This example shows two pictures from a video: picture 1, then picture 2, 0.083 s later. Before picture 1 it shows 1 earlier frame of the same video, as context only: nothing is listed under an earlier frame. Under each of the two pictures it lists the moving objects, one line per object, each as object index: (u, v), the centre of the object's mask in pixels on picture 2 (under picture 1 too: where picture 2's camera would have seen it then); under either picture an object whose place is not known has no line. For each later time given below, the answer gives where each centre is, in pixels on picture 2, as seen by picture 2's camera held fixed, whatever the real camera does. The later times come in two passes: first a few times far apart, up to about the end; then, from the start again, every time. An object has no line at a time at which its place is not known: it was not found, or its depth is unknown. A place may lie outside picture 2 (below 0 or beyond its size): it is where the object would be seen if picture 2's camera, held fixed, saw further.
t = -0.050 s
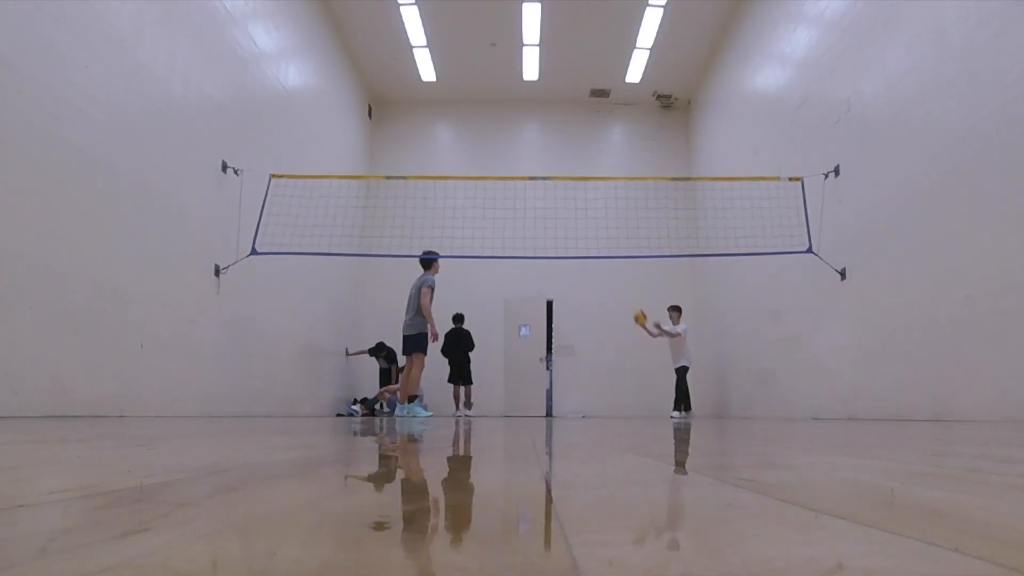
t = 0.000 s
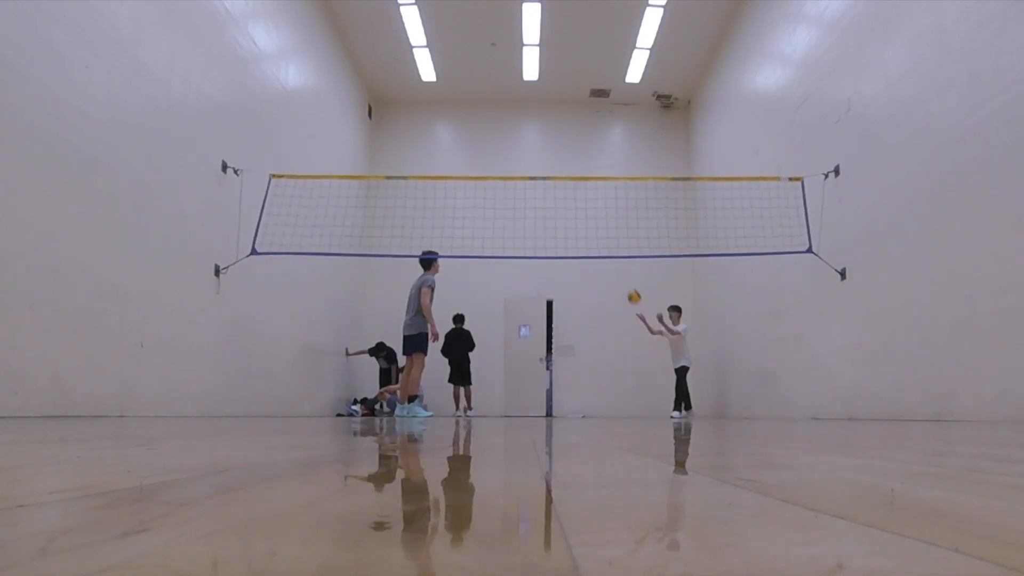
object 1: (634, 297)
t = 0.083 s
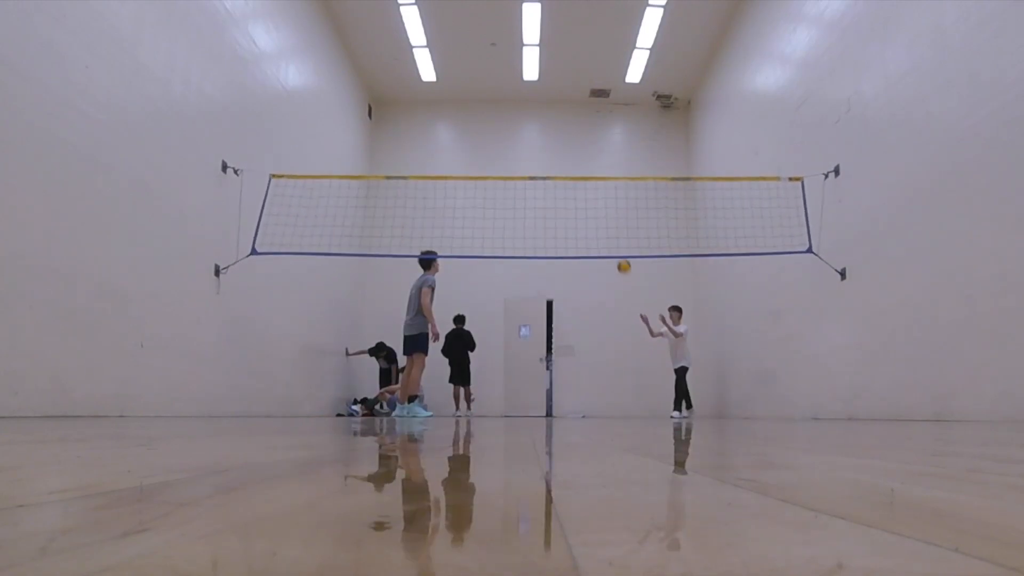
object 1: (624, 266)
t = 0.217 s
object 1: (606, 225)
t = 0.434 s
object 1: (577, 186)
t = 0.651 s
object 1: (546, 171)
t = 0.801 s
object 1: (523, 187)
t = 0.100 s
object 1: (622, 262)
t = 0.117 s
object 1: (619, 254)
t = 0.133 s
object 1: (617, 249)
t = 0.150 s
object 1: (615, 244)
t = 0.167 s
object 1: (613, 239)
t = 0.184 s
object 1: (611, 234)
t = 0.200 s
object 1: (609, 230)
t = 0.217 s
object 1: (606, 225)
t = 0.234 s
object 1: (604, 221)
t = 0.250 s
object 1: (602, 216)
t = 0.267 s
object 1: (600, 213)
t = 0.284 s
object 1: (597, 209)
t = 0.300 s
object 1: (595, 206)
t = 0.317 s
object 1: (593, 202)
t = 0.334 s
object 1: (591, 199)
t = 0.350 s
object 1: (589, 196)
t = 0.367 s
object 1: (586, 193)
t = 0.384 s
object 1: (584, 191)
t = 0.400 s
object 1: (582, 188)
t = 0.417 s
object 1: (580, 187)
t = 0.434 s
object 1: (577, 186)
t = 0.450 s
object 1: (575, 184)
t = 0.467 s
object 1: (573, 181)
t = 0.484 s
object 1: (570, 180)
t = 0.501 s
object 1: (568, 176)
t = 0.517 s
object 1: (566, 176)
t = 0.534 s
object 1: (563, 174)
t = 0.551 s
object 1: (561, 172)
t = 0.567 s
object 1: (558, 172)
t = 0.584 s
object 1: (556, 171)
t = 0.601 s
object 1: (554, 171)
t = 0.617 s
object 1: (552, 171)
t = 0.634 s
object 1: (549, 171)
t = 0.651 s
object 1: (546, 171)
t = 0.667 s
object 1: (544, 172)
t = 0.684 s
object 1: (542, 174)
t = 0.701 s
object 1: (539, 176)
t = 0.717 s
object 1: (537, 177)
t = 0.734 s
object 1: (534, 179)
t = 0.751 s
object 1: (532, 181)
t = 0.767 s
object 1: (529, 184)
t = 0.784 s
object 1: (526, 185)
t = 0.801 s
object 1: (523, 187)
